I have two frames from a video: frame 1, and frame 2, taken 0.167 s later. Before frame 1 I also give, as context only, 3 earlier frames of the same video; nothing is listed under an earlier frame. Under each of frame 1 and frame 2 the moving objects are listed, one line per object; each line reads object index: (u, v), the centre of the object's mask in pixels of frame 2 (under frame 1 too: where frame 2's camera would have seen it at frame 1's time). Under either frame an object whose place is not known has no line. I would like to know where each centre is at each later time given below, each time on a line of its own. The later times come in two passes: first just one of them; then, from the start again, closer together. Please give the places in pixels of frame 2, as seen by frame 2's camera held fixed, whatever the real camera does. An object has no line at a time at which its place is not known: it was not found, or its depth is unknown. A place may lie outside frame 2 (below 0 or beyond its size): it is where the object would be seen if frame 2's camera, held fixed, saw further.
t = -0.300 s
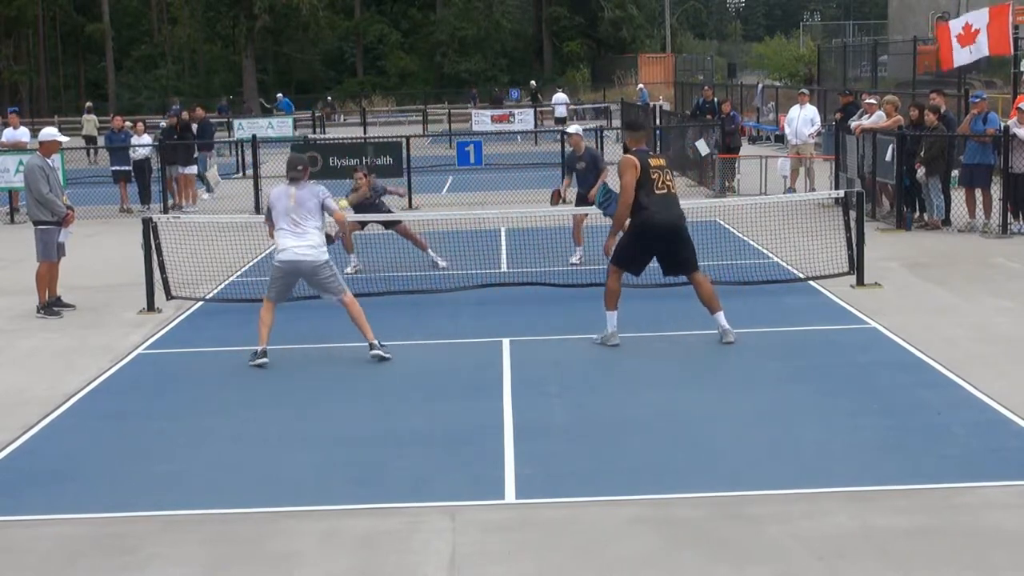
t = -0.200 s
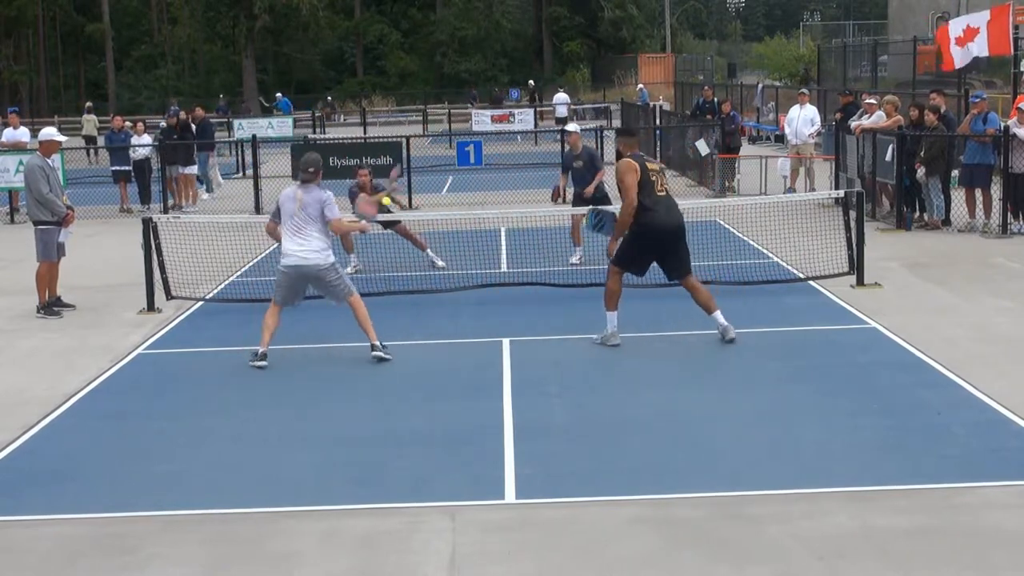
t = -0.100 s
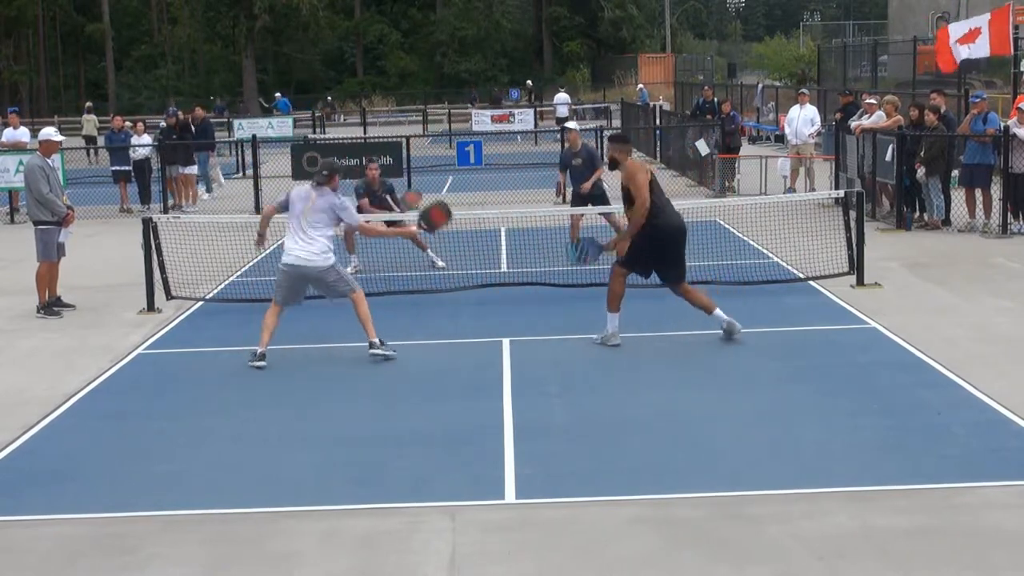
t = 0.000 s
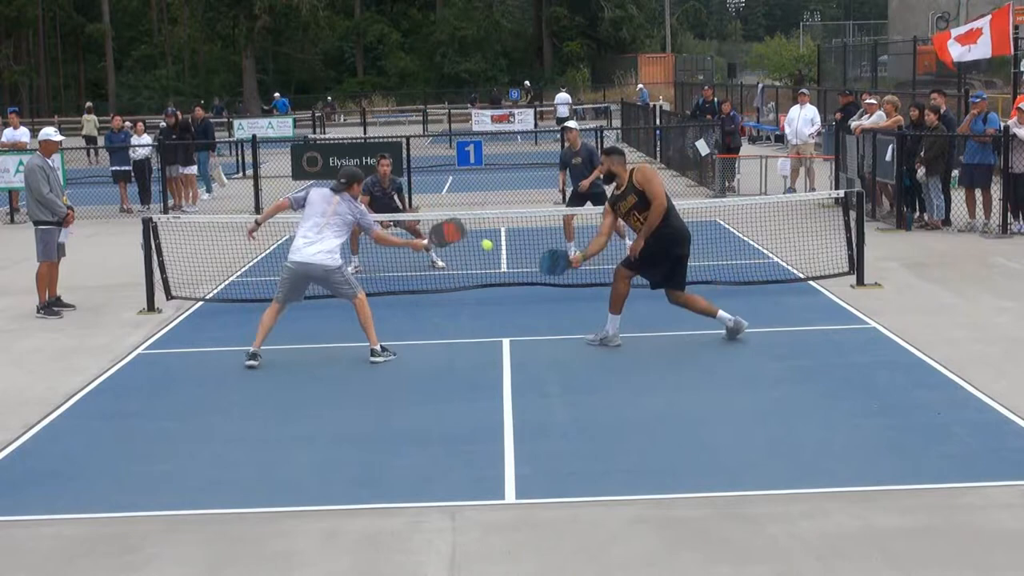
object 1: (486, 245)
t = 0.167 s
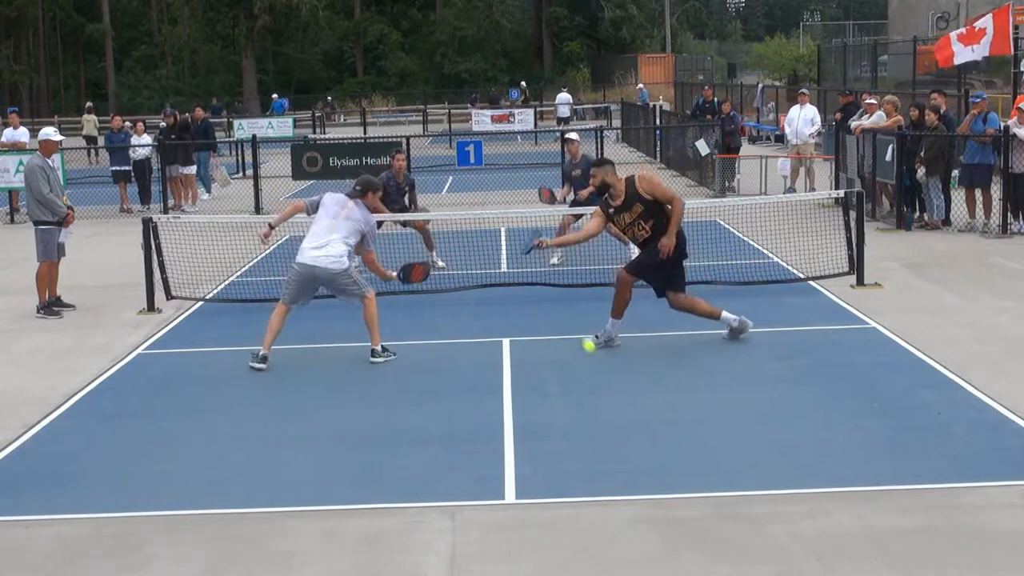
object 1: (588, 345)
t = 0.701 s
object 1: (918, 506)
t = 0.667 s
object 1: (891, 476)
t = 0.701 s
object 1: (918, 506)
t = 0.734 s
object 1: (946, 539)
